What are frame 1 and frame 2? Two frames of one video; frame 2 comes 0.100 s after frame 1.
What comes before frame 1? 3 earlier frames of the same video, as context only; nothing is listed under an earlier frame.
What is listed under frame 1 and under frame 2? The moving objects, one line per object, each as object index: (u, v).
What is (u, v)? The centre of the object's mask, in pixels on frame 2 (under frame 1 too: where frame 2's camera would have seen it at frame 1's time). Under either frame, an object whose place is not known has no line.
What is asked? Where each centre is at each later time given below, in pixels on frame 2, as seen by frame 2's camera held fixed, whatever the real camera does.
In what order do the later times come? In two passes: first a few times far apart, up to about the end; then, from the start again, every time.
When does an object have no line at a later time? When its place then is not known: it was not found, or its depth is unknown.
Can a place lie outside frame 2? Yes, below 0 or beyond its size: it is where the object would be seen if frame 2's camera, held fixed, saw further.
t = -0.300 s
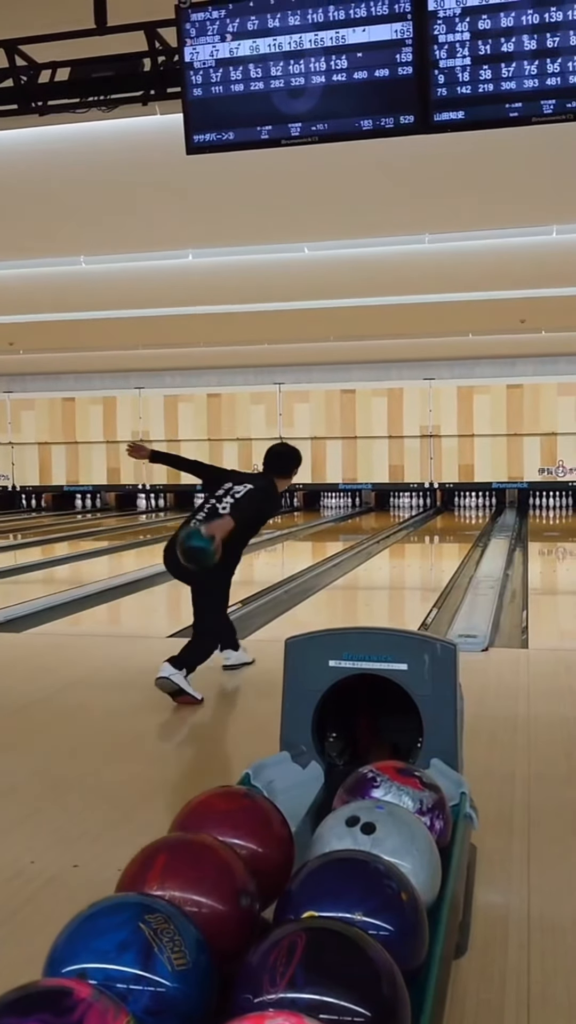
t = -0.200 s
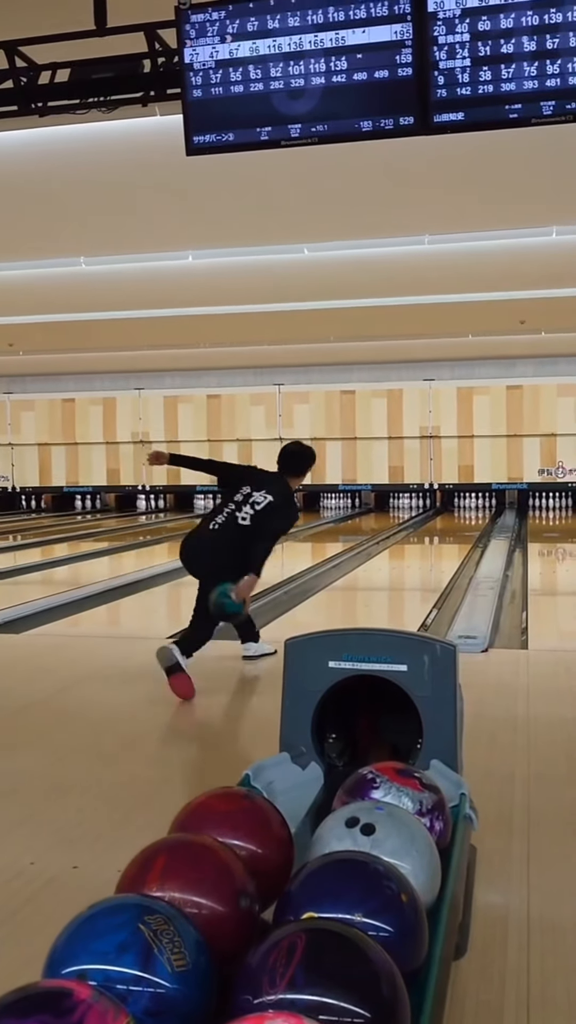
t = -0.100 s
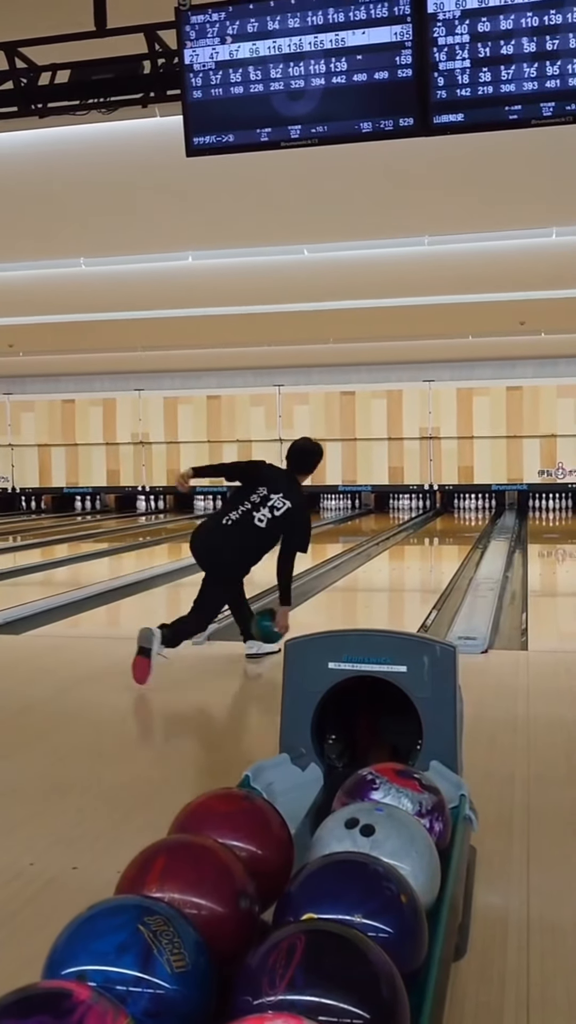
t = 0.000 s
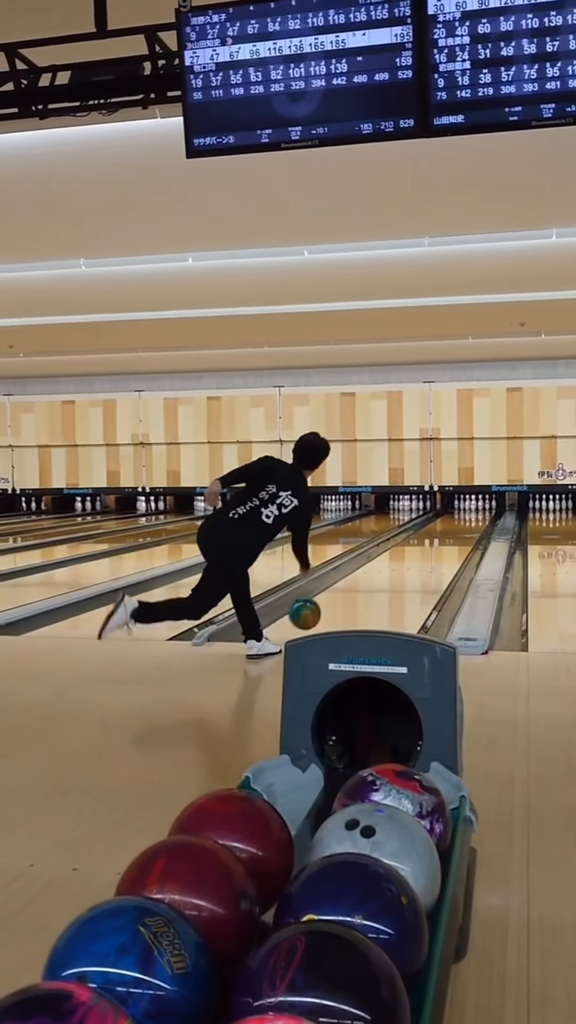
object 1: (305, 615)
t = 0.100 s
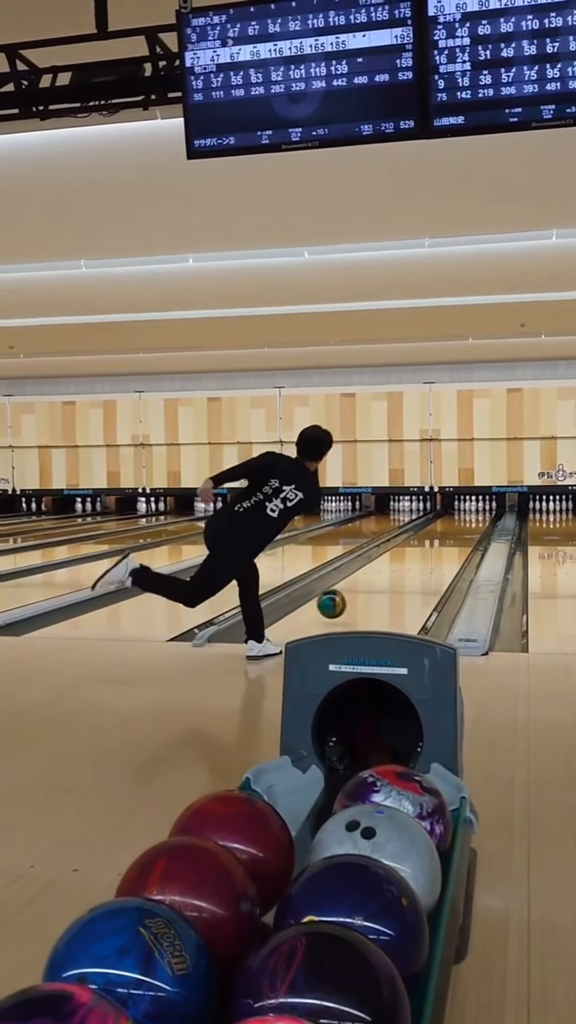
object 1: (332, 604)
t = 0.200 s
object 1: (353, 597)
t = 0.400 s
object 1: (387, 578)
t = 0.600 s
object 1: (412, 563)
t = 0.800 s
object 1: (430, 552)
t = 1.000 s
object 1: (444, 544)
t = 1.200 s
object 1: (456, 537)
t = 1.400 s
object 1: (465, 529)
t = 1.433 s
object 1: (466, 528)
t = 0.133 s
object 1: (339, 603)
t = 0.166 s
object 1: (346, 601)
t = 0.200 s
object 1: (353, 597)
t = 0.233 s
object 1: (360, 594)
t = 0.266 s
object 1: (366, 590)
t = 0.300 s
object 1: (371, 587)
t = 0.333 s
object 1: (377, 584)
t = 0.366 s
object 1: (382, 581)
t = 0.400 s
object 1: (387, 578)
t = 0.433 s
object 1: (392, 575)
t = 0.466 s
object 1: (396, 573)
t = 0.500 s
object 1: (400, 570)
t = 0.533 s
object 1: (404, 568)
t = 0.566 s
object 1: (408, 565)
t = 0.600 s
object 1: (412, 563)
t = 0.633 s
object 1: (415, 561)
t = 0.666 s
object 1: (419, 559)
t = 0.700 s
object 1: (422, 557)
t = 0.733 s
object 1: (425, 555)
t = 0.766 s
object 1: (428, 554)
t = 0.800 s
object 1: (430, 552)
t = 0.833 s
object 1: (433, 549)
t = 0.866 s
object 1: (436, 549)
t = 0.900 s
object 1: (438, 547)
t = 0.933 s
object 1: (440, 546)
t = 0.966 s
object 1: (442, 545)
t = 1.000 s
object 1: (444, 544)
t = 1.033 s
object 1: (447, 542)
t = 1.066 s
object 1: (449, 541)
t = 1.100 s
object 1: (451, 539)
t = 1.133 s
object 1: (453, 538)
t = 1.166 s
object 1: (454, 537)
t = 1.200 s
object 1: (456, 537)
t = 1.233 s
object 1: (458, 535)
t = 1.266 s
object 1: (459, 534)
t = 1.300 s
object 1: (460, 532)
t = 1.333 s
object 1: (462, 531)
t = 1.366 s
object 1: (463, 531)
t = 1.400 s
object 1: (465, 529)
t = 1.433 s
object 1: (466, 528)
